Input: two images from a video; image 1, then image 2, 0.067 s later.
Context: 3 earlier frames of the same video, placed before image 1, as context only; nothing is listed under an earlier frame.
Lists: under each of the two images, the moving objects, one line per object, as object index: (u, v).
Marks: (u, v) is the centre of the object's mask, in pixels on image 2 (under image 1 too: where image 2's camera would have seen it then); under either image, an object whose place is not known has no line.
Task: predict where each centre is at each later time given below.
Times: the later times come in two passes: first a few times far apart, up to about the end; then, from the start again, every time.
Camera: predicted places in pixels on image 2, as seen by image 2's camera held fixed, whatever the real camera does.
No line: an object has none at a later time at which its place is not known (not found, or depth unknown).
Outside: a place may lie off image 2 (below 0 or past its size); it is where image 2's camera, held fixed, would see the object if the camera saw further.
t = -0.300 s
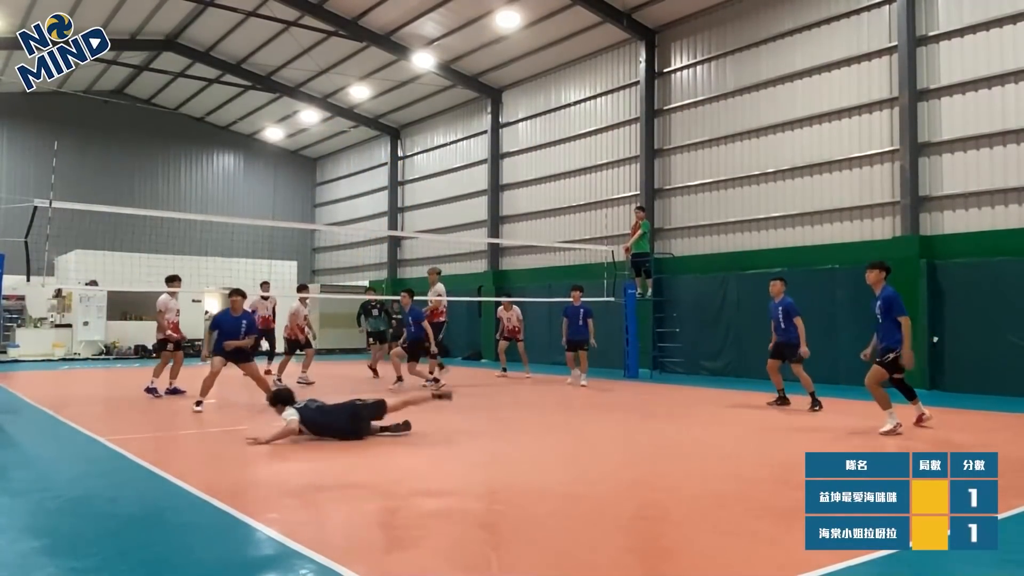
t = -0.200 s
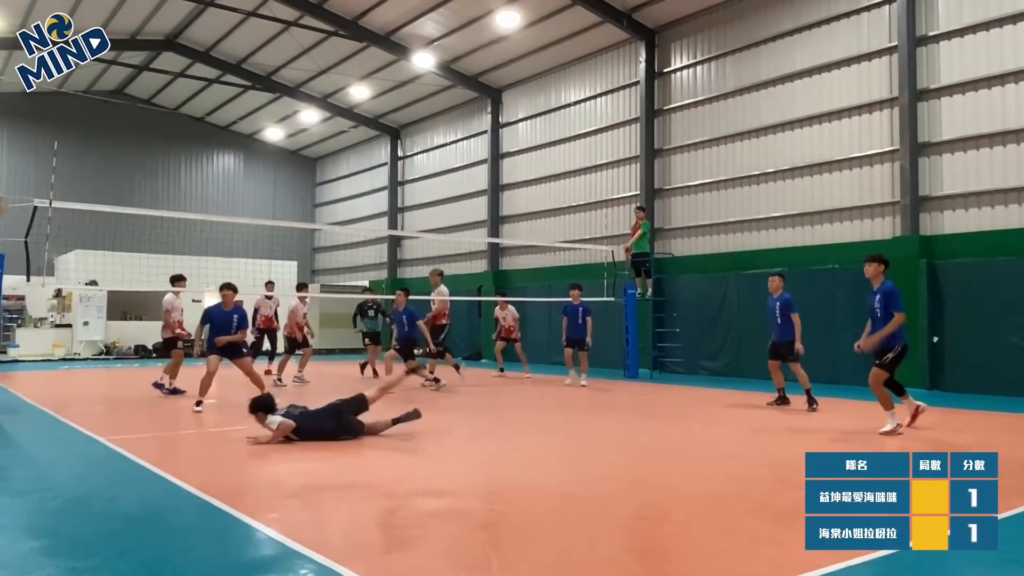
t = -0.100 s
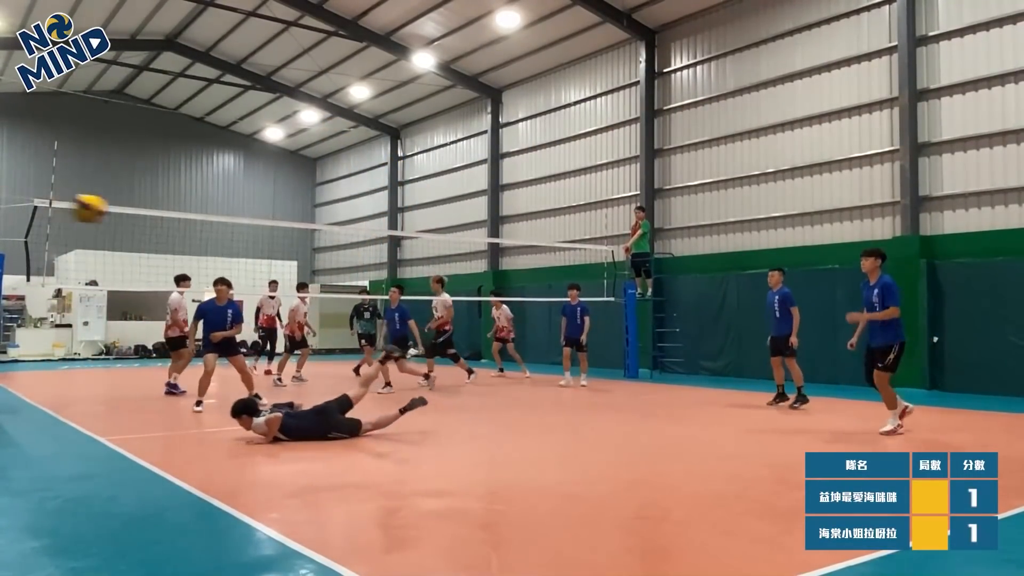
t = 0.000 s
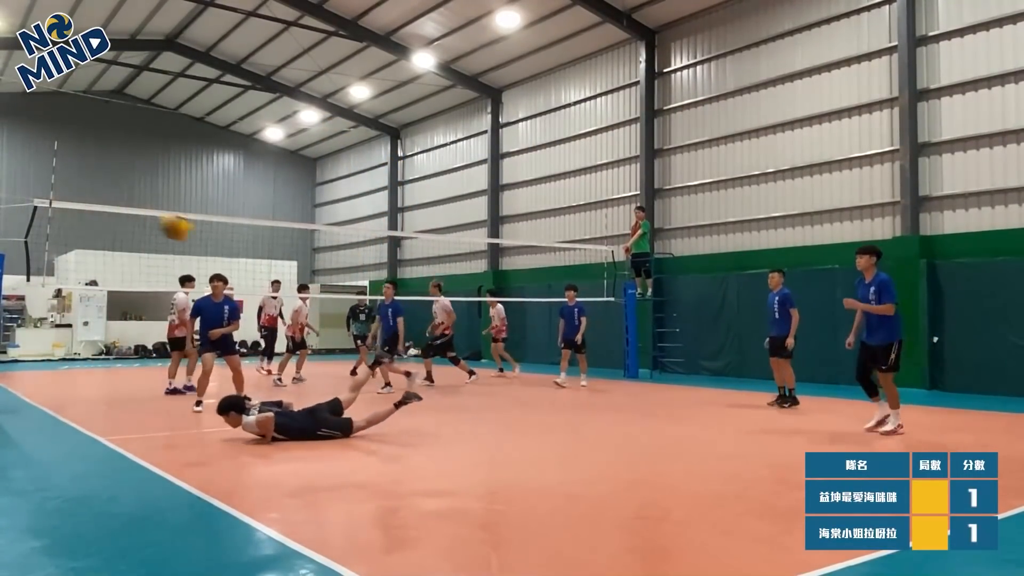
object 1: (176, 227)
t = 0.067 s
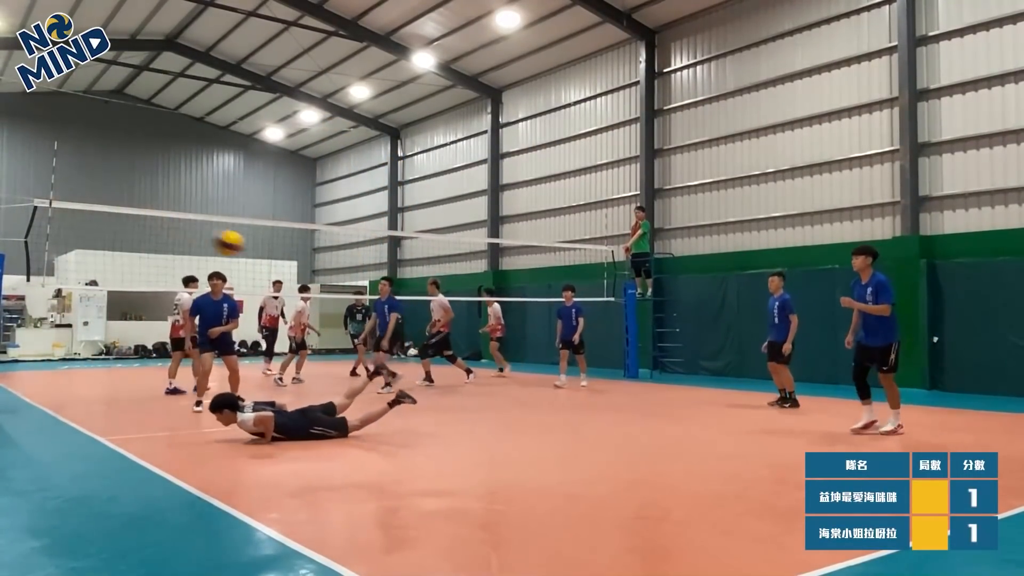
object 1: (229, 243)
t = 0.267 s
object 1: (360, 313)
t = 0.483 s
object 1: (473, 417)
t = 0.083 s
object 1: (240, 247)
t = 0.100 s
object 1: (252, 252)
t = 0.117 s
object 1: (264, 257)
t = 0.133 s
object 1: (275, 263)
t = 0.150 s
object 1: (288, 269)
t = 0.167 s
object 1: (300, 274)
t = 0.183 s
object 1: (310, 281)
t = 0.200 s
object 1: (320, 286)
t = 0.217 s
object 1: (331, 293)
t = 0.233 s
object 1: (341, 300)
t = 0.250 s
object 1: (351, 305)
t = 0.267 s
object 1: (360, 313)
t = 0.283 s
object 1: (369, 320)
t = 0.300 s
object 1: (379, 327)
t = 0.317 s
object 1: (389, 335)
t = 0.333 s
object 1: (397, 342)
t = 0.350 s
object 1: (406, 348)
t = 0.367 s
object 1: (415, 355)
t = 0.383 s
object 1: (424, 364)
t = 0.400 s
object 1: (434, 372)
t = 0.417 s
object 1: (441, 379)
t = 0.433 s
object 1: (448, 388)
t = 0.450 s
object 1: (456, 397)
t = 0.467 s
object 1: (464, 407)
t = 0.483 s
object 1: (473, 417)
